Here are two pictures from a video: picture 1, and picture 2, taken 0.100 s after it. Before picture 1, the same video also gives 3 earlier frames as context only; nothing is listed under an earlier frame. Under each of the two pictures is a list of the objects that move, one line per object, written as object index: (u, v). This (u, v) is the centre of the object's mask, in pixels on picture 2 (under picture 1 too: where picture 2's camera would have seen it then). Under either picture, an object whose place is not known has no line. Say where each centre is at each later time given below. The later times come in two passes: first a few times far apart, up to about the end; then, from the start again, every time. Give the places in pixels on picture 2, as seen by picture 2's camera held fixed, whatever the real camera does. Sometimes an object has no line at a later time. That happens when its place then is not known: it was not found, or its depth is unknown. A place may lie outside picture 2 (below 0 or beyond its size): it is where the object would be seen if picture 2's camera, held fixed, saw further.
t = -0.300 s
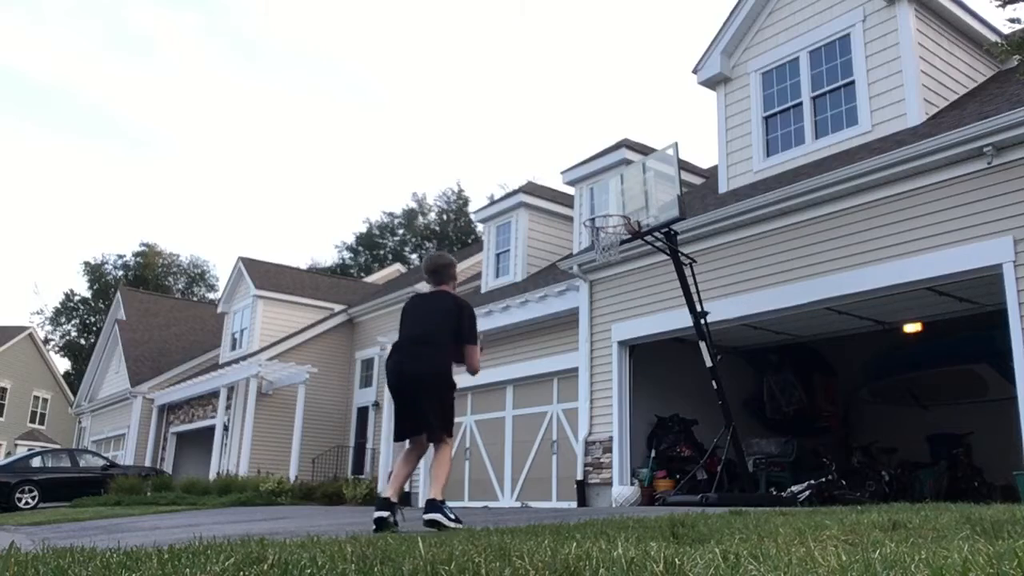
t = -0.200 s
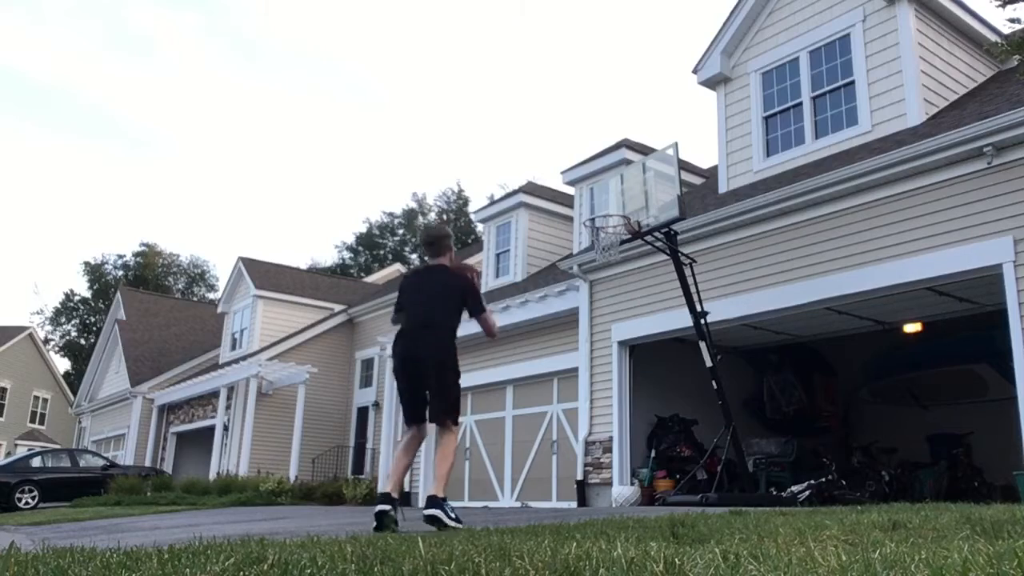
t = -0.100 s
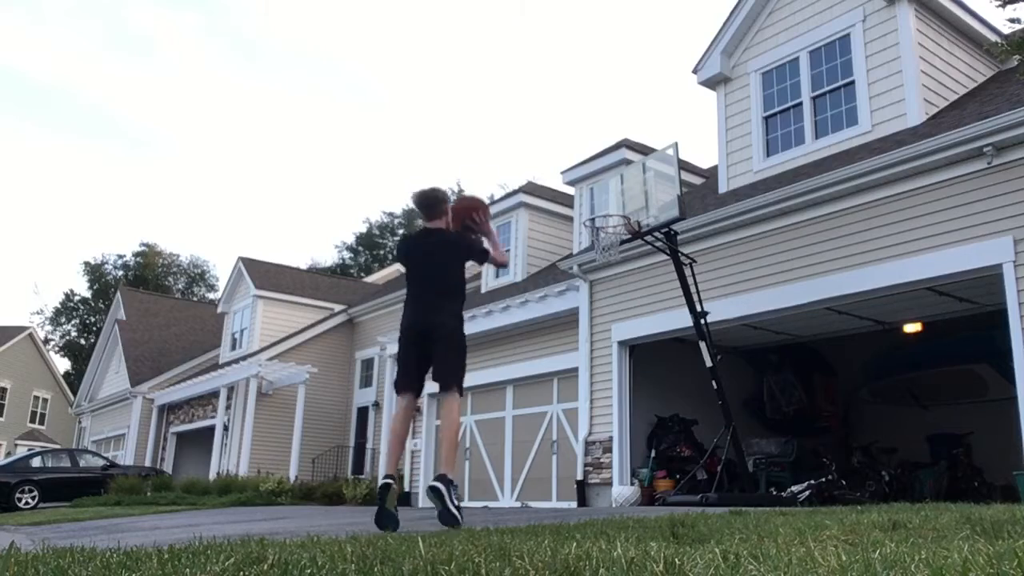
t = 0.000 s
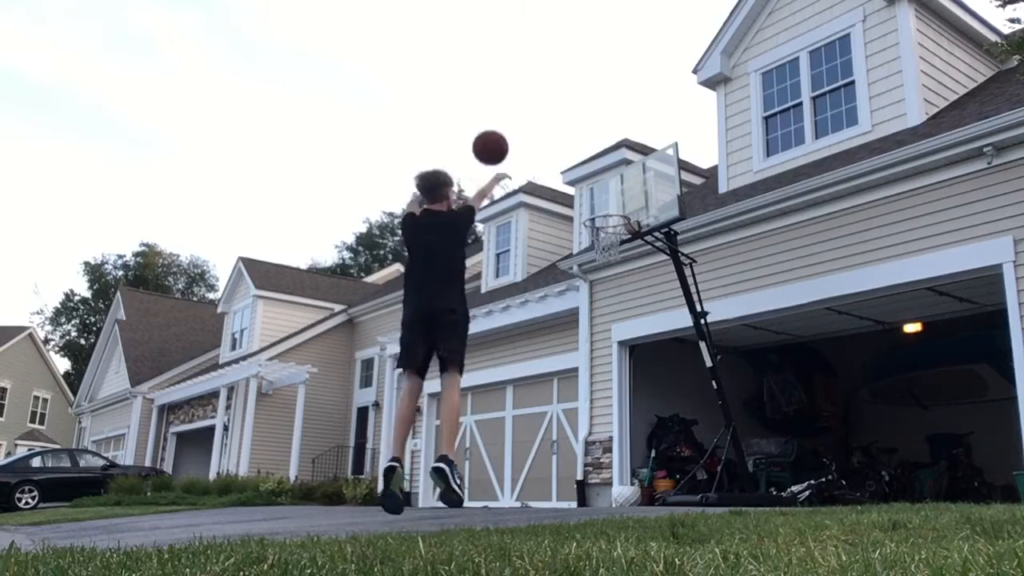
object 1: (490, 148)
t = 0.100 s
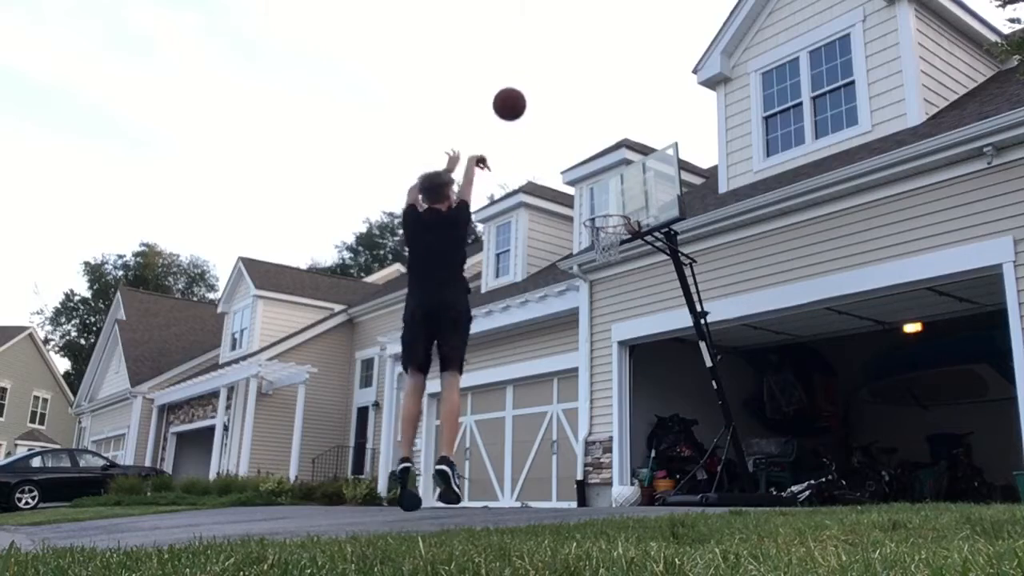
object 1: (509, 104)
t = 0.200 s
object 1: (525, 78)
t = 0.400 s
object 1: (549, 66)
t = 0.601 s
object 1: (567, 94)
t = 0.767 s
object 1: (578, 141)
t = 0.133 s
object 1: (515, 94)
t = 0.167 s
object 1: (520, 85)
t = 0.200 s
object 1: (525, 78)
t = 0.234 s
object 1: (530, 73)
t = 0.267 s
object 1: (534, 69)
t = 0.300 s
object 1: (538, 66)
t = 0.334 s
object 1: (542, 65)
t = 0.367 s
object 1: (545, 65)
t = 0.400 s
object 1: (549, 66)
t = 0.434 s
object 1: (552, 68)
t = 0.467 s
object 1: (555, 71)
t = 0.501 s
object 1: (558, 75)
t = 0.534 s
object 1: (561, 81)
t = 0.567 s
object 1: (564, 86)
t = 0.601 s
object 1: (567, 94)
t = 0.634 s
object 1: (569, 101)
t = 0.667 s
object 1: (572, 110)
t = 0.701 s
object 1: (574, 119)
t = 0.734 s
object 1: (576, 130)
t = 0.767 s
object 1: (578, 141)
